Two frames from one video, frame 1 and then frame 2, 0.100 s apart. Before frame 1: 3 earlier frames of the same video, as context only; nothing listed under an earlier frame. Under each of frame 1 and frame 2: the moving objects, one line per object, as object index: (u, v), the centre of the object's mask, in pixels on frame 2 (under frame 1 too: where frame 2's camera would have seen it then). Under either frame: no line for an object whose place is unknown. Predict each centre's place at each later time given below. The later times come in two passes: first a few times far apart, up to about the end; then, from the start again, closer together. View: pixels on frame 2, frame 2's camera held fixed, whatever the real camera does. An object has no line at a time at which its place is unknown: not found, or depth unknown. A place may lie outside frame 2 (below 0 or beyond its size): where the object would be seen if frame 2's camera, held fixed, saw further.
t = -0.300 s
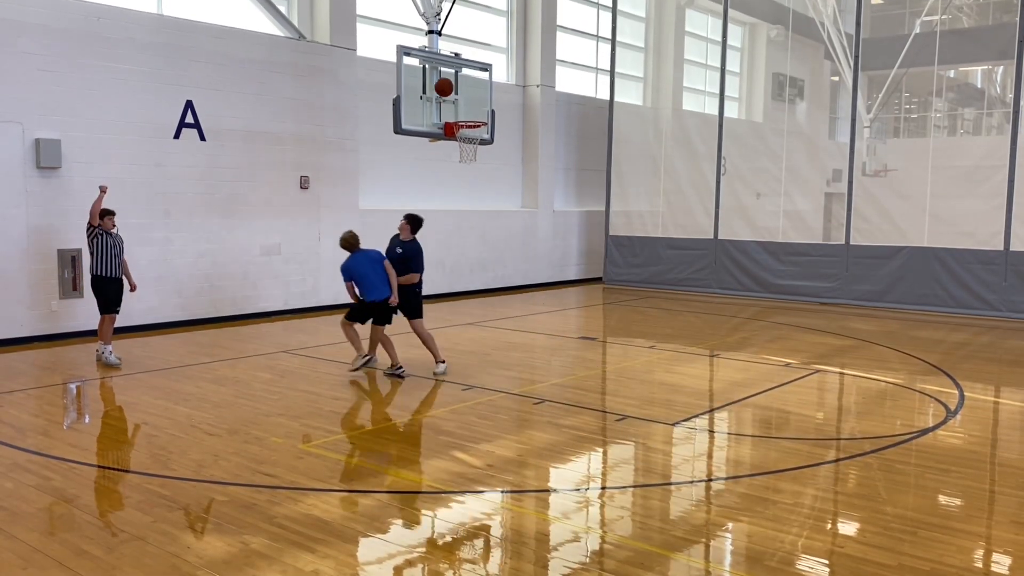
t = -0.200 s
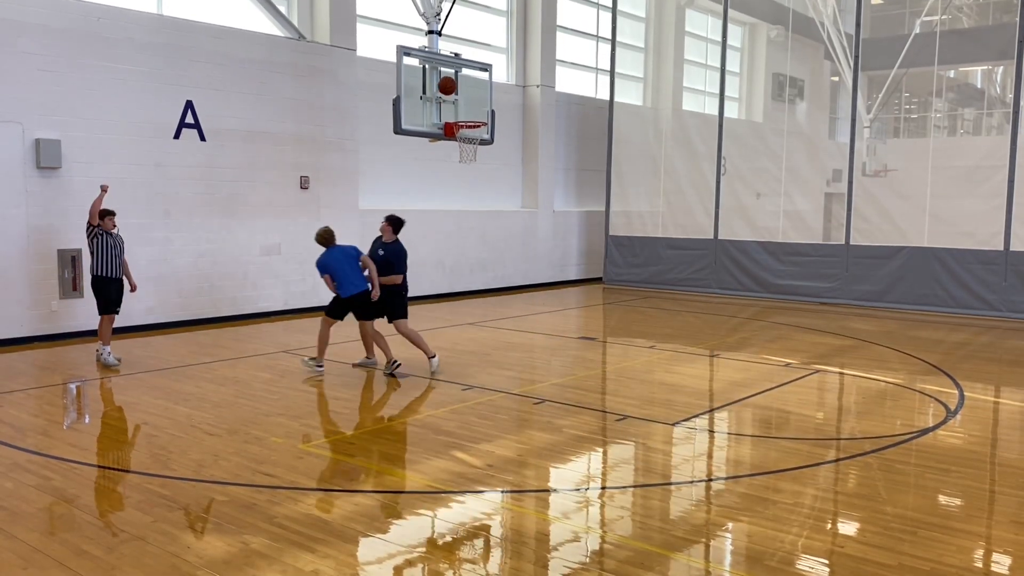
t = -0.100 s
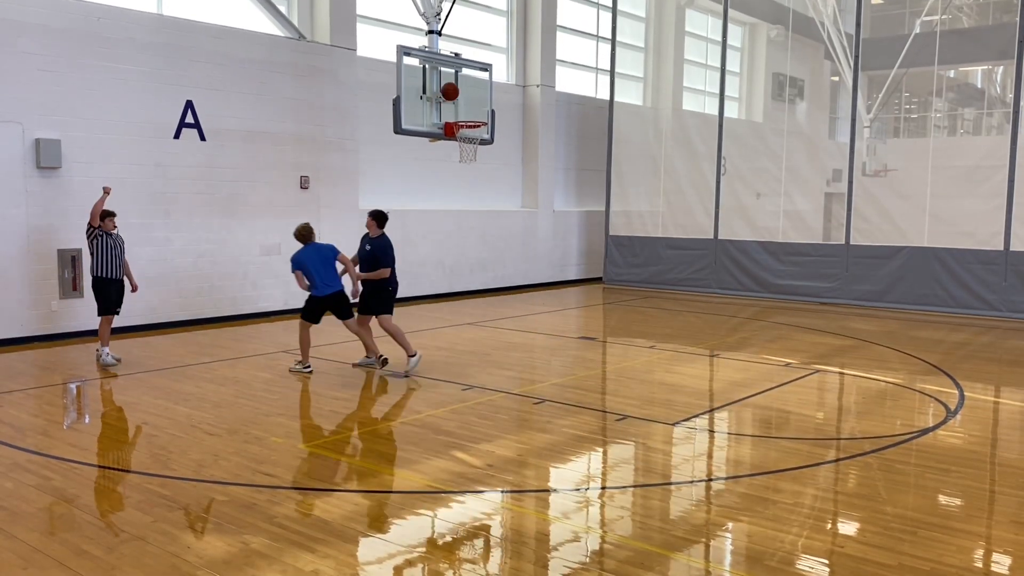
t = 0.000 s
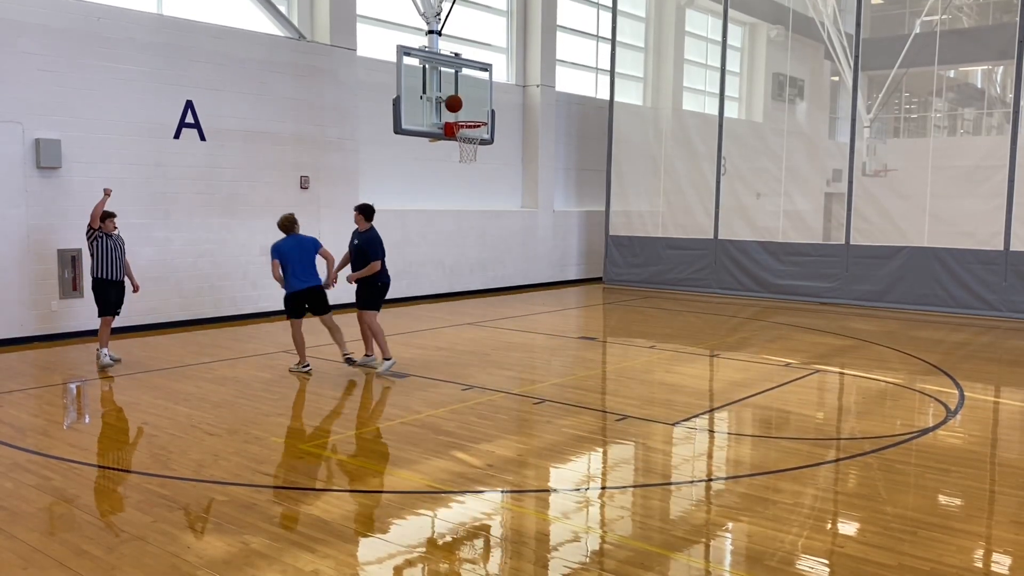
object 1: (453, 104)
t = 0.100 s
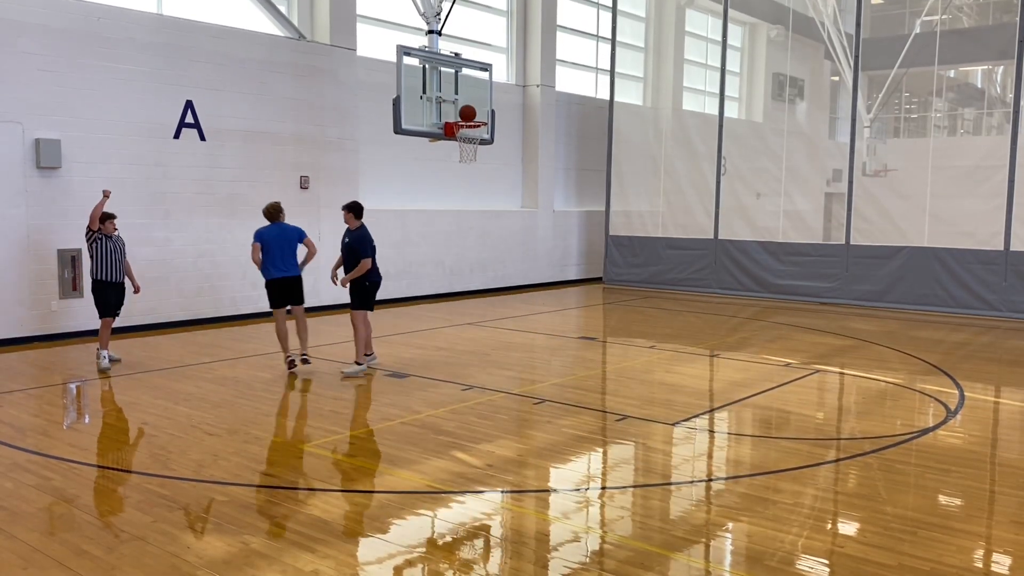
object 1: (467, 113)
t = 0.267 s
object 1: (486, 107)
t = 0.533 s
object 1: (516, 131)
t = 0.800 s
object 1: (545, 209)
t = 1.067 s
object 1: (572, 339)
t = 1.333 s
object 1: (601, 260)
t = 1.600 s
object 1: (630, 207)
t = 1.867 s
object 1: (658, 210)
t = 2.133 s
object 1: (686, 272)
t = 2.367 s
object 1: (708, 365)
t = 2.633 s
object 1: (739, 287)
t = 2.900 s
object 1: (769, 267)
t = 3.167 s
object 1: (796, 308)
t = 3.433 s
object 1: (823, 360)
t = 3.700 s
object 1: (857, 310)
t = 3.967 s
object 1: (887, 324)
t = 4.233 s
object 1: (915, 381)
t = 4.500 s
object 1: (948, 340)
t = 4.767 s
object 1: (977, 366)
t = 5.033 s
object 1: (1009, 369)
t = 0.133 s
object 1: (472, 115)
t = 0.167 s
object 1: (475, 112)
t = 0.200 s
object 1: (479, 110)
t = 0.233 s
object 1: (482, 108)
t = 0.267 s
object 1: (486, 107)
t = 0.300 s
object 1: (490, 107)
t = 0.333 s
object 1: (494, 108)
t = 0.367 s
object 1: (497, 110)
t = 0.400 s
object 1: (501, 113)
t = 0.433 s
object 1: (505, 116)
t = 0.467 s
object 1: (509, 120)
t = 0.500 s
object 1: (512, 125)
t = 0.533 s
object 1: (516, 131)
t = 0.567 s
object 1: (520, 138)
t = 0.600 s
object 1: (523, 145)
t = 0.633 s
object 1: (527, 154)
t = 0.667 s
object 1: (531, 163)
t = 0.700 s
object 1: (534, 173)
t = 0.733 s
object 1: (538, 184)
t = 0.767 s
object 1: (542, 196)
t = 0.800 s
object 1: (545, 209)
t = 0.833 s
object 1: (549, 222)
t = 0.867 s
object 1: (552, 236)
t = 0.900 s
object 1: (555, 251)
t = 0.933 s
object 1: (559, 267)
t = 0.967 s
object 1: (562, 284)
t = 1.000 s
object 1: (565, 301)
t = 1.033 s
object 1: (569, 320)
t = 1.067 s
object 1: (572, 339)
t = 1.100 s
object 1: (575, 349)
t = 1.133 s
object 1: (579, 334)
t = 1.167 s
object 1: (582, 320)
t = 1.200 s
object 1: (586, 306)
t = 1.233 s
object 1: (590, 294)
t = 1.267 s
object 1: (594, 282)
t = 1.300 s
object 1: (597, 271)
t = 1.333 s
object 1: (601, 260)
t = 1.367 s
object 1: (604, 251)
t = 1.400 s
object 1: (608, 242)
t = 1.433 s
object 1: (612, 234)
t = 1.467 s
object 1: (615, 227)
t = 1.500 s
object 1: (619, 220)
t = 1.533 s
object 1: (622, 215)
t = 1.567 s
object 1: (626, 211)
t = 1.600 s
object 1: (630, 207)
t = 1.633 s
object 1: (633, 204)
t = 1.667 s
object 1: (637, 202)
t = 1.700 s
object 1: (641, 201)
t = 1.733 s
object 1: (644, 201)
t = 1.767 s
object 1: (648, 202)
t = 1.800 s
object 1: (651, 204)
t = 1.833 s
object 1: (655, 206)
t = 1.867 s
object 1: (658, 210)
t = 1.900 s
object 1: (662, 214)
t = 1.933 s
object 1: (665, 220)
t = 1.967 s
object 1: (669, 226)
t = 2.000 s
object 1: (672, 233)
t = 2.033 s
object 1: (676, 241)
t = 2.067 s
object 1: (679, 250)
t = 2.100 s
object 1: (682, 261)
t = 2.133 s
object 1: (686, 272)
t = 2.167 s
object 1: (689, 283)
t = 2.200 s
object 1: (692, 296)
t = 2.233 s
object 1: (696, 309)
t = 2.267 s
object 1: (699, 324)
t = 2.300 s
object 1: (702, 340)
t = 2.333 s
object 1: (705, 356)
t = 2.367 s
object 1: (708, 365)
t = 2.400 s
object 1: (712, 352)
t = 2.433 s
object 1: (715, 340)
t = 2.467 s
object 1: (720, 329)
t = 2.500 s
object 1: (724, 319)
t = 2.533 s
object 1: (727, 310)
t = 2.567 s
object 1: (731, 301)
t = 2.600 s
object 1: (735, 294)
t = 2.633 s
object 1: (739, 287)
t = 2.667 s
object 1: (742, 281)
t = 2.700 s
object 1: (746, 276)
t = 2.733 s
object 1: (750, 272)
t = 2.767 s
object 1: (754, 269)
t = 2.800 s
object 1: (758, 267)
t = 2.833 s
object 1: (761, 266)
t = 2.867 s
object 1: (765, 266)
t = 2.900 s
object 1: (769, 267)
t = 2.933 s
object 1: (772, 268)
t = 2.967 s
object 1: (776, 271)
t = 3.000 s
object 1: (779, 274)
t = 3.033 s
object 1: (783, 279)
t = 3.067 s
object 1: (787, 285)
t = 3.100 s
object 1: (790, 291)
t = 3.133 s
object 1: (793, 299)
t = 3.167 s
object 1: (796, 308)
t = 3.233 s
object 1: (803, 327)
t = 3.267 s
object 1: (806, 339)
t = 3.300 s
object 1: (809, 351)
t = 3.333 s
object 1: (812, 365)
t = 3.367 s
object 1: (815, 379)
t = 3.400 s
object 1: (819, 370)
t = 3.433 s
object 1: (823, 360)
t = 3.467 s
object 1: (828, 351)
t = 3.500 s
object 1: (832, 342)
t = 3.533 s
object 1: (836, 334)
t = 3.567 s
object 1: (840, 328)
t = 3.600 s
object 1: (844, 322)
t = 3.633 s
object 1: (849, 317)
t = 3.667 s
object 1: (853, 313)
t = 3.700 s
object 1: (857, 310)
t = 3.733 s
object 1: (861, 308)
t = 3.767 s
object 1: (865, 308)
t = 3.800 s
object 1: (868, 308)
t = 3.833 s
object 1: (872, 309)
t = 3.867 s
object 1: (876, 311)
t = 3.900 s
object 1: (880, 314)
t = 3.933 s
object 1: (884, 319)
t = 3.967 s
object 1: (887, 324)
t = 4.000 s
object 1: (891, 330)
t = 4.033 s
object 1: (894, 337)
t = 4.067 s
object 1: (898, 346)
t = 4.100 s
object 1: (901, 355)
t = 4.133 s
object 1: (905, 366)
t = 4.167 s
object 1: (908, 377)
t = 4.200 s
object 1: (911, 389)
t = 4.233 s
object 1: (915, 381)
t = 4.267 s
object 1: (919, 373)
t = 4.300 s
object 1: (924, 365)
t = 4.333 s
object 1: (928, 359)
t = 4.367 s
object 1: (932, 353)
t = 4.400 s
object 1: (936, 348)
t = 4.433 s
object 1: (940, 345)
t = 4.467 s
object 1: (944, 342)
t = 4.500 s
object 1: (948, 340)
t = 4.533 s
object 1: (952, 340)
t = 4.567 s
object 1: (955, 340)
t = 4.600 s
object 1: (959, 342)
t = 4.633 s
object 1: (963, 345)
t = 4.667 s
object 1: (967, 348)
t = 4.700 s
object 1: (970, 353)
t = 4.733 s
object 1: (974, 359)
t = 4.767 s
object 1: (977, 366)
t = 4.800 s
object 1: (981, 374)
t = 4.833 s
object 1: (984, 382)
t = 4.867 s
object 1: (987, 393)
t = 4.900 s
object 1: (991, 393)
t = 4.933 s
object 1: (996, 386)
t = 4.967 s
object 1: (1001, 379)
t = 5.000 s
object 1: (1005, 374)
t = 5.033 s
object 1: (1009, 369)
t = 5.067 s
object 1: (1012, 366)
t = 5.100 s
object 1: (1014, 364)
